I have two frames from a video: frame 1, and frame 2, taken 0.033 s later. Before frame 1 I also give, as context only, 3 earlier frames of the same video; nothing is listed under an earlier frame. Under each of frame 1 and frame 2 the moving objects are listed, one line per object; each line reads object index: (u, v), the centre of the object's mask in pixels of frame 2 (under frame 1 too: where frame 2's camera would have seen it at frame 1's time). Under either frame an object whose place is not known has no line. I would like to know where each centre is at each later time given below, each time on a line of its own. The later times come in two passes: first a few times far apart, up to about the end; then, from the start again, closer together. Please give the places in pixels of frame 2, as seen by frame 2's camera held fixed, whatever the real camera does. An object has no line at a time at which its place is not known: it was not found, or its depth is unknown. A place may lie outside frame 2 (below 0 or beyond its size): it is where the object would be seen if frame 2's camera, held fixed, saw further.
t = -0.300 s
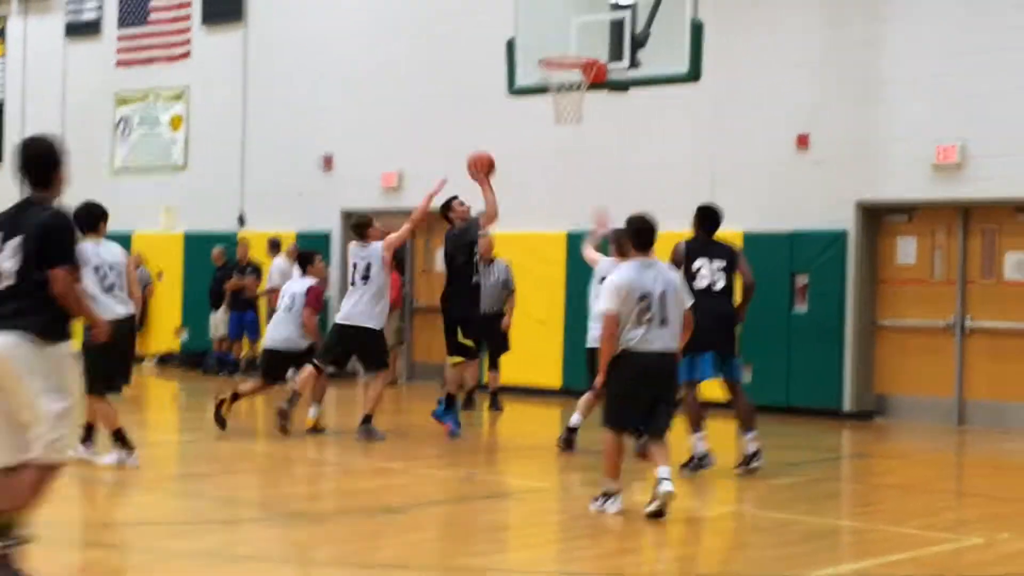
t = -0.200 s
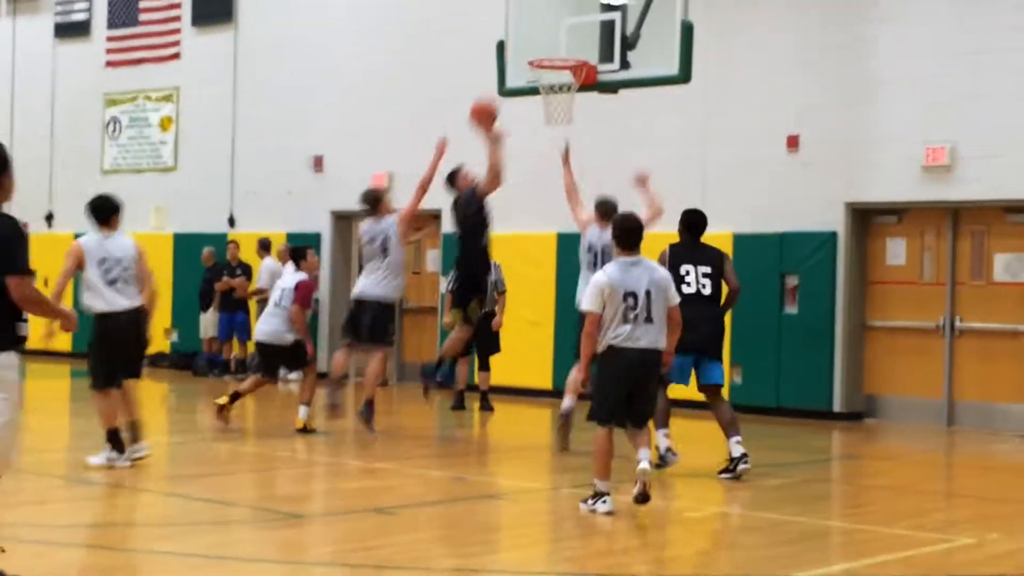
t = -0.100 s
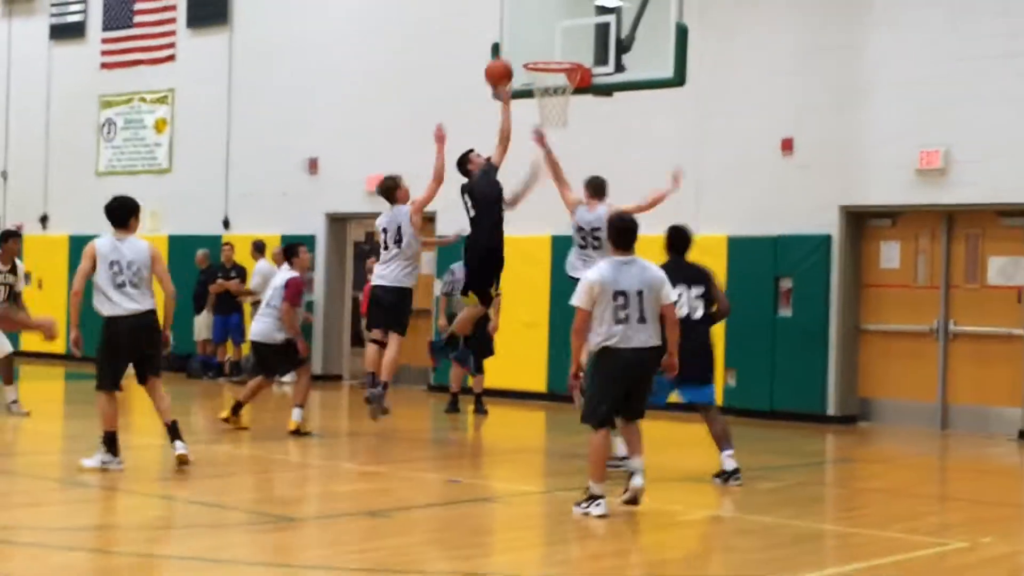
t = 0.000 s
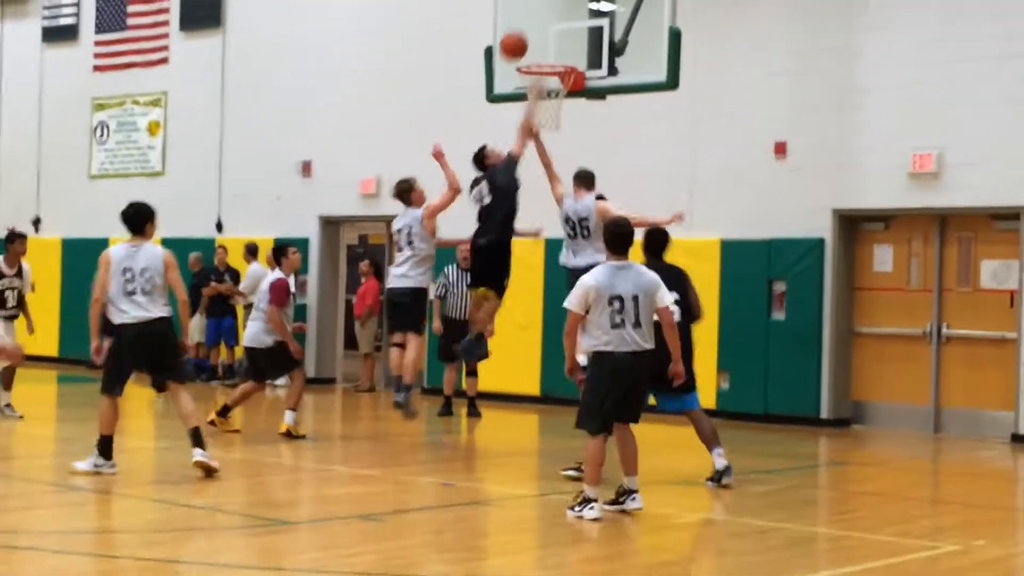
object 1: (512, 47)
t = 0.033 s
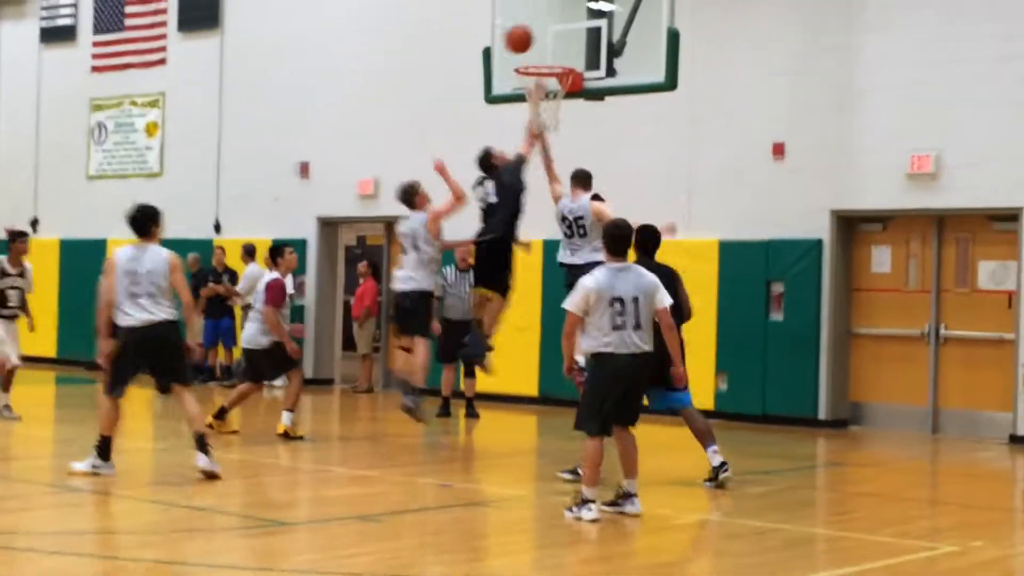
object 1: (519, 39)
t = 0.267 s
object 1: (536, 33)
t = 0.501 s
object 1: (545, 96)
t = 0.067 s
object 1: (526, 33)
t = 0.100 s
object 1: (530, 29)
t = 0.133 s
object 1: (531, 27)
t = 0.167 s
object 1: (533, 27)
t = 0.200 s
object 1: (534, 28)
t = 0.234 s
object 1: (536, 30)
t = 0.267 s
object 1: (536, 33)
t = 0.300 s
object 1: (538, 38)
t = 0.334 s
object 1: (539, 44)
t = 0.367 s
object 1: (541, 51)
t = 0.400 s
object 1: (542, 57)
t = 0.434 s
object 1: (542, 70)
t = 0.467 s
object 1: (544, 83)
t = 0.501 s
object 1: (545, 96)
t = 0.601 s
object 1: (542, 115)
